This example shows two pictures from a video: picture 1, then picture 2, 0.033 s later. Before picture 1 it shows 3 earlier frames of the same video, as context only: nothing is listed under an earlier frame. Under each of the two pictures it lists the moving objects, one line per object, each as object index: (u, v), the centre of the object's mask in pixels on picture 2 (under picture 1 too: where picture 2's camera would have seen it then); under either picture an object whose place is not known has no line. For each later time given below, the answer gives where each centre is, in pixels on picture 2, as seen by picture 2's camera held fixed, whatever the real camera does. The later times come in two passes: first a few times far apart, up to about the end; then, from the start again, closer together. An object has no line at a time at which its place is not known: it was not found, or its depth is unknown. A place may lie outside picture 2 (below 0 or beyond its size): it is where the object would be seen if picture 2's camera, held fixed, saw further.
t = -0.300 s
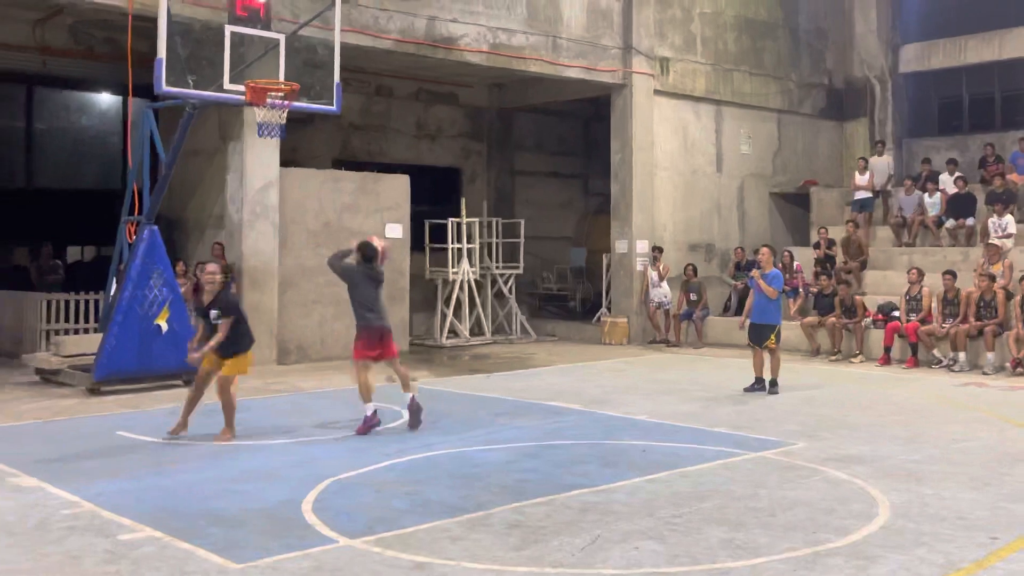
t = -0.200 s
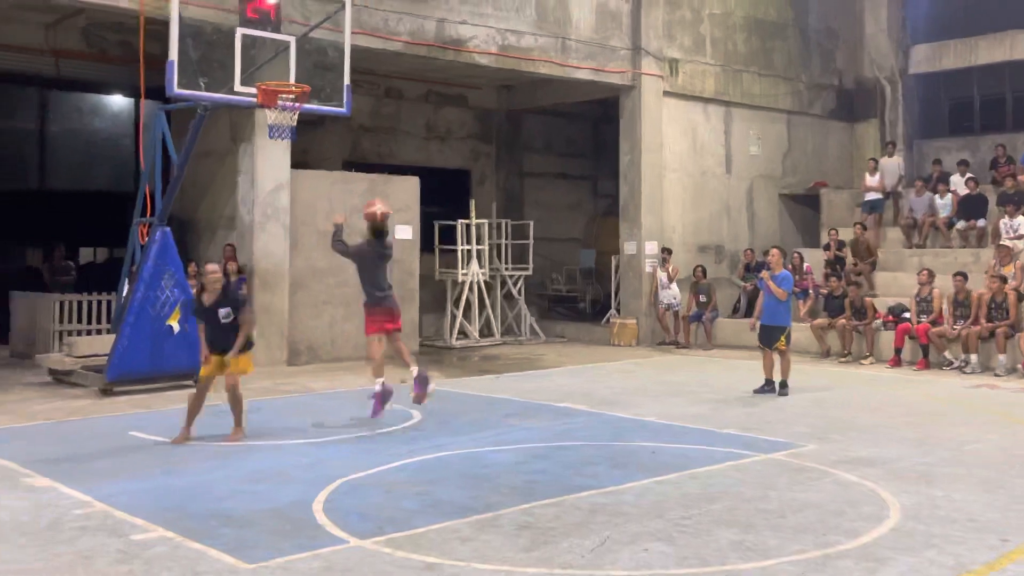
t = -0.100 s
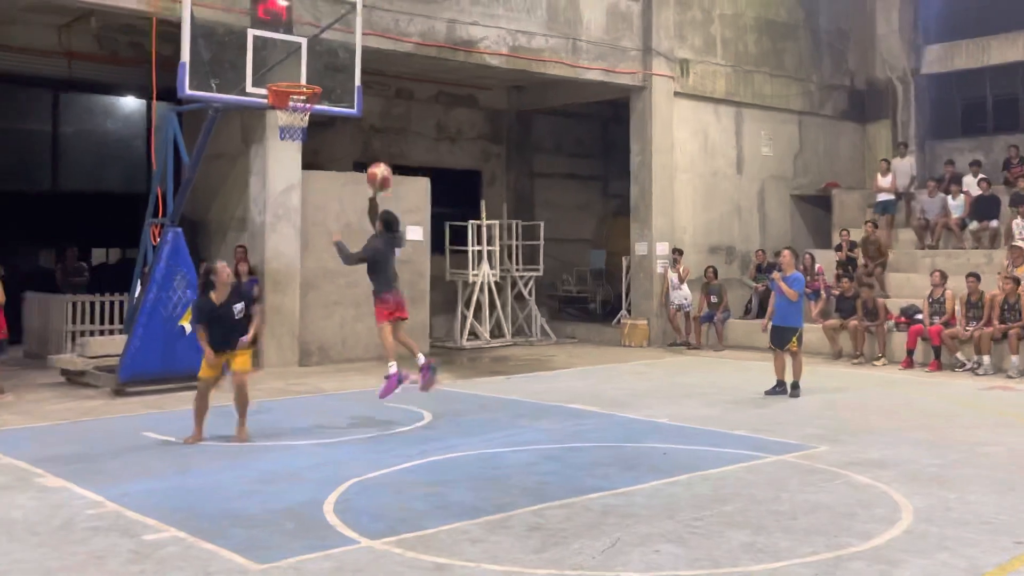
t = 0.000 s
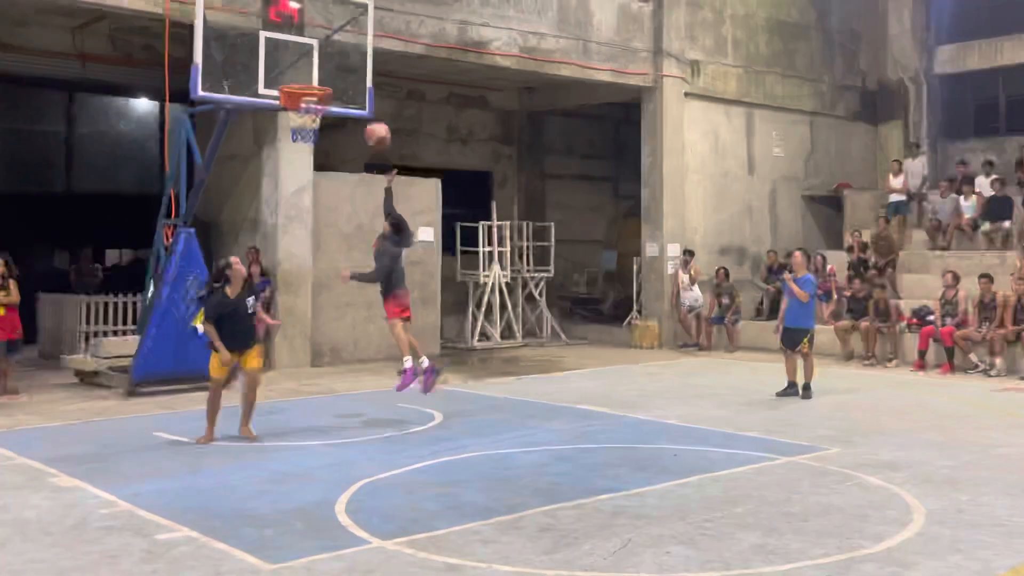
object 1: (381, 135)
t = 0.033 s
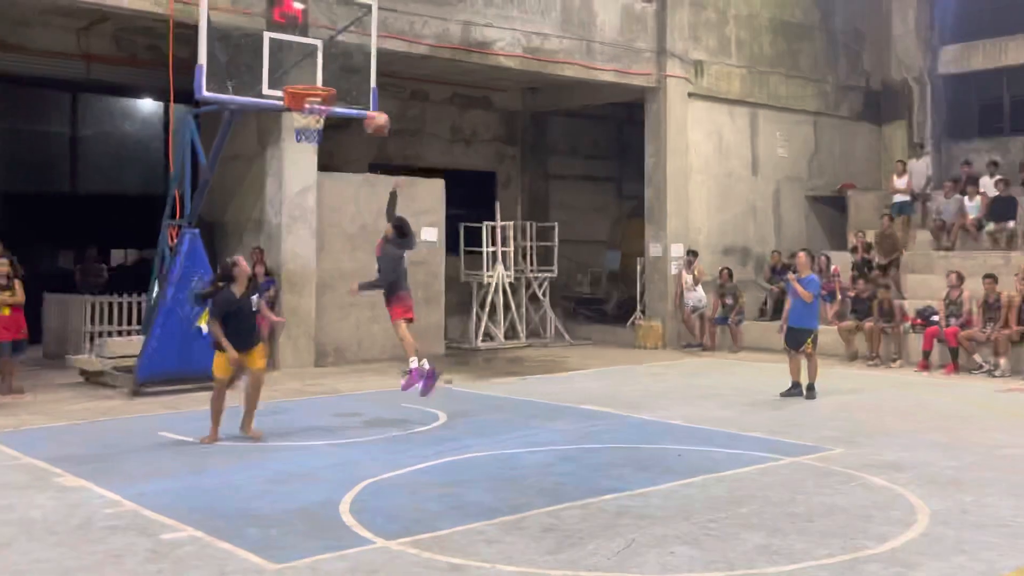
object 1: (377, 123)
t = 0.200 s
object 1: (353, 81)
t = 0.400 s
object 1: (327, 69)
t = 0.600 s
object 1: (307, 72)
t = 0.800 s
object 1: (299, 75)
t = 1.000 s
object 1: (306, 79)
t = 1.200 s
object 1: (325, 113)
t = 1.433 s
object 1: (322, 153)
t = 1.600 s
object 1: (320, 212)
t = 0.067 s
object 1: (372, 113)
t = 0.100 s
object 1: (368, 102)
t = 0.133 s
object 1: (362, 94)
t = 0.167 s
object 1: (357, 88)
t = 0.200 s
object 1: (353, 81)
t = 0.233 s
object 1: (348, 76)
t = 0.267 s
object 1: (344, 72)
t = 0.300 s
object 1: (340, 70)
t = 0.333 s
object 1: (336, 69)
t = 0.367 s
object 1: (331, 69)
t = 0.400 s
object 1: (327, 69)
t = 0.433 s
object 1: (323, 71)
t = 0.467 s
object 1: (318, 72)
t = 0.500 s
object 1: (314, 76)
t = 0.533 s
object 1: (311, 74)
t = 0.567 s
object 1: (310, 73)
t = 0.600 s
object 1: (307, 72)
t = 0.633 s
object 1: (306, 72)
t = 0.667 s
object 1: (304, 72)
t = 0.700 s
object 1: (303, 72)
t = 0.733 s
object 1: (300, 72)
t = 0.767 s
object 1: (298, 75)
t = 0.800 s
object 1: (299, 75)
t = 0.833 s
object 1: (300, 74)
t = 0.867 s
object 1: (301, 74)
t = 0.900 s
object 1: (302, 75)
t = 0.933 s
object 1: (302, 76)
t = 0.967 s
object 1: (304, 77)
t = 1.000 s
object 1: (306, 79)
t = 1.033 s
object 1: (308, 80)
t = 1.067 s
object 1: (311, 84)
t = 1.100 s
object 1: (311, 94)
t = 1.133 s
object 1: (318, 103)
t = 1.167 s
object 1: (323, 110)
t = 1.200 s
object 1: (325, 113)
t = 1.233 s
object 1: (325, 116)
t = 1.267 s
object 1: (332, 119)
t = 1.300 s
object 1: (329, 122)
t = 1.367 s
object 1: (323, 138)
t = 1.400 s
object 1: (322, 146)
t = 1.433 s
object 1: (322, 153)
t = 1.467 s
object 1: (321, 163)
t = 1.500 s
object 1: (321, 173)
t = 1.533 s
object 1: (321, 185)
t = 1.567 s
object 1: (320, 197)
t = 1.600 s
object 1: (320, 212)
